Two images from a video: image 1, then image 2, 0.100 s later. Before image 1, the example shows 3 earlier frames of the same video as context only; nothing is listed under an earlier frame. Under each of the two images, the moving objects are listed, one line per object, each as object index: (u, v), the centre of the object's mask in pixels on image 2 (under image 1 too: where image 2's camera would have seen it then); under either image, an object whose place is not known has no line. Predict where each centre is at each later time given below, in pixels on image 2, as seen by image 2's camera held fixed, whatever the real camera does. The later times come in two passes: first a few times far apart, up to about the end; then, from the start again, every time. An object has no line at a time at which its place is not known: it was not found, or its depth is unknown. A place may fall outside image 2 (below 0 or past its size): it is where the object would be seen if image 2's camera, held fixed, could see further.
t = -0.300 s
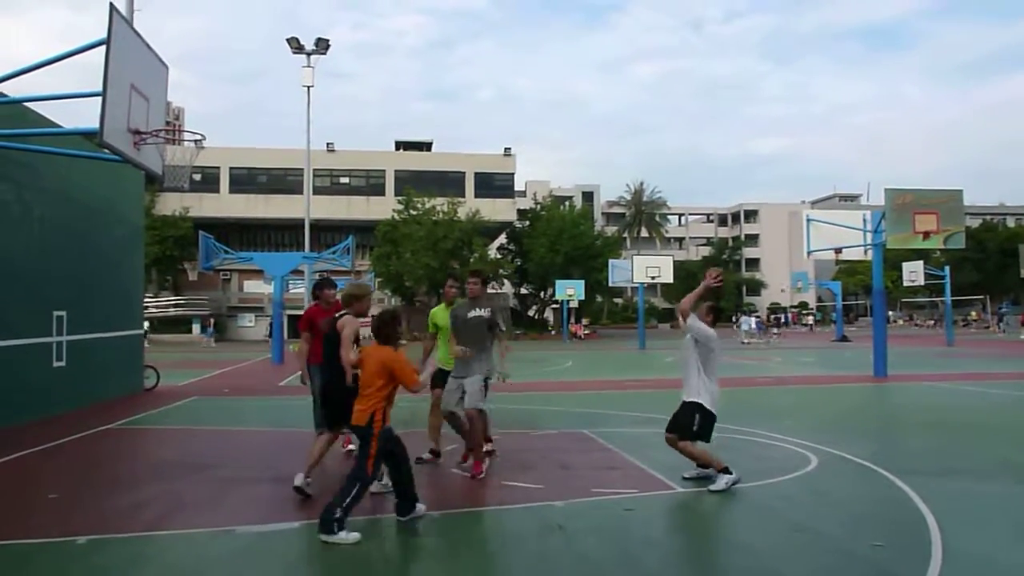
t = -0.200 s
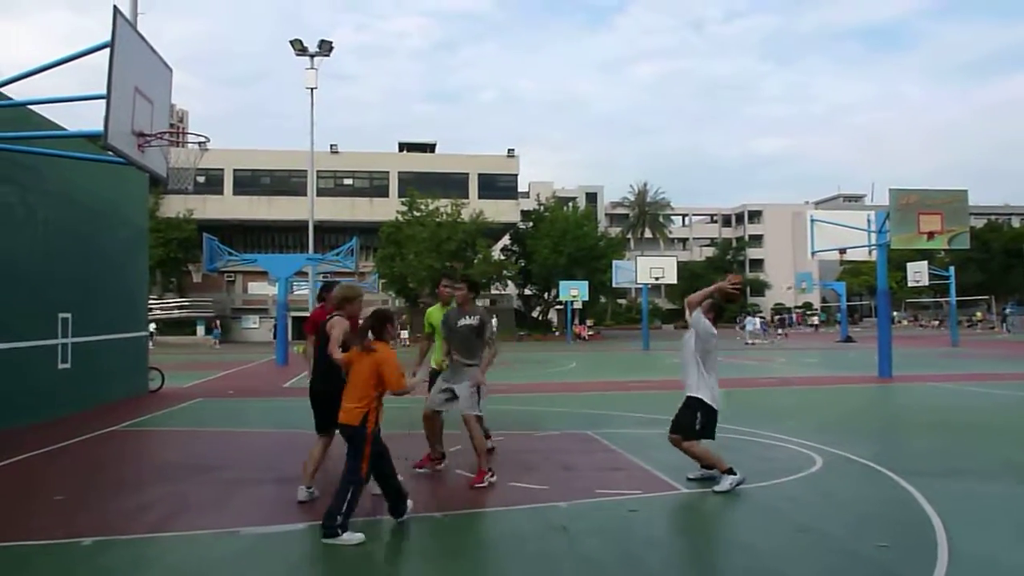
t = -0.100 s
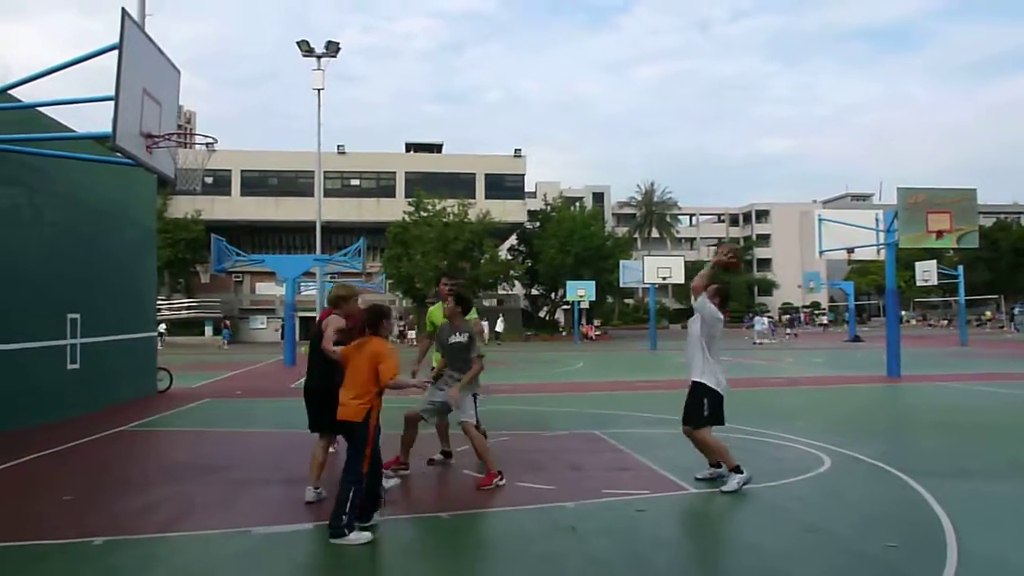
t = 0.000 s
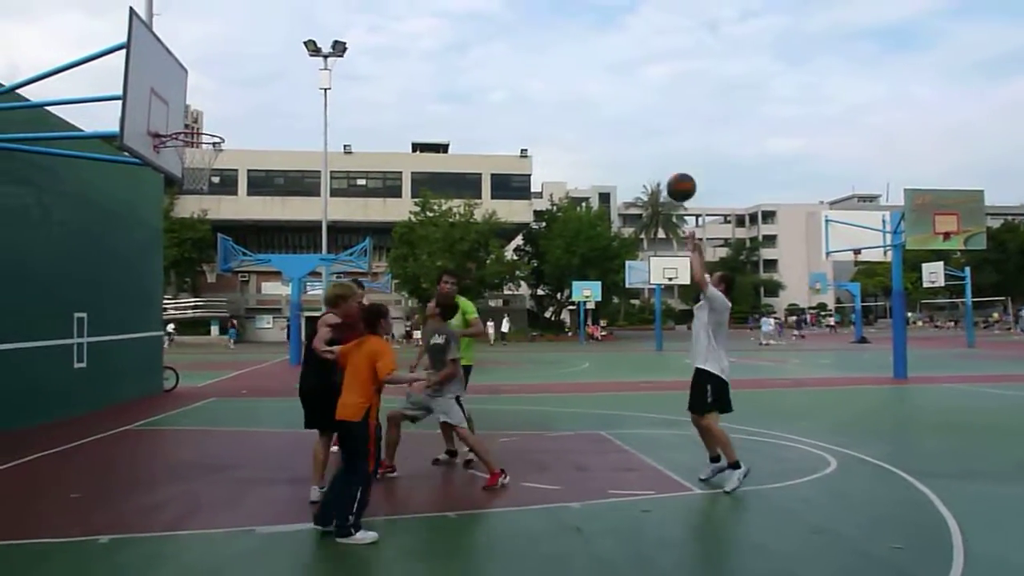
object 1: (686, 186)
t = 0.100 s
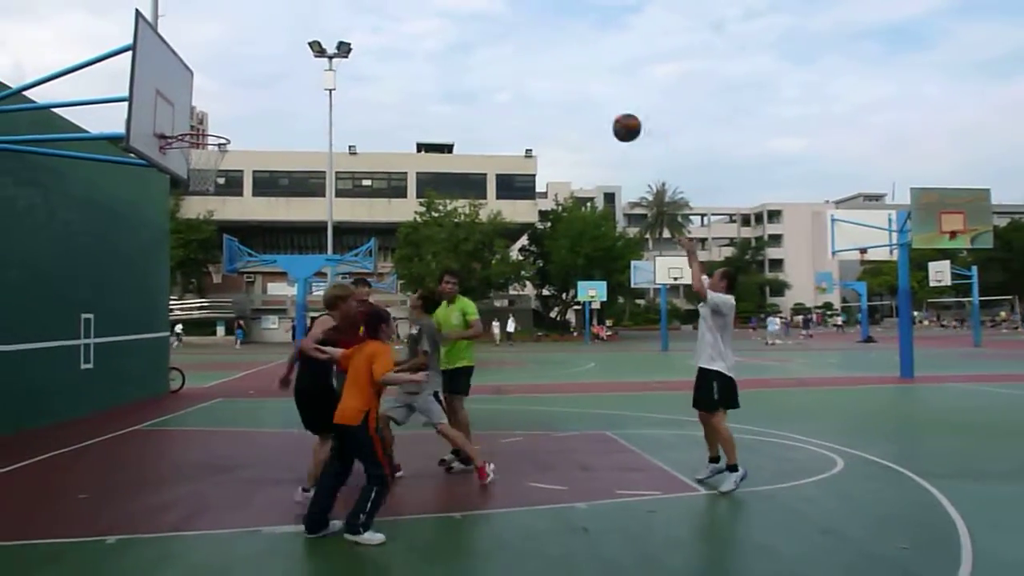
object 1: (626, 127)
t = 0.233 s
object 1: (550, 69)
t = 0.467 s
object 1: (427, 24)
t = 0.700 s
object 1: (315, 41)
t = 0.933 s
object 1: (207, 113)
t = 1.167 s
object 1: (172, 73)
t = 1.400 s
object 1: (204, 66)
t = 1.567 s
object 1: (228, 100)
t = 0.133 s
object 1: (606, 110)
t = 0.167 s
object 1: (587, 94)
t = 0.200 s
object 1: (568, 81)
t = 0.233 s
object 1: (550, 69)
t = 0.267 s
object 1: (532, 59)
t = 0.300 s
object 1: (514, 50)
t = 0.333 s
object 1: (496, 42)
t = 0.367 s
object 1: (479, 36)
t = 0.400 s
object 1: (461, 30)
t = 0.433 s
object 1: (444, 27)
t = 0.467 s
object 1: (427, 24)
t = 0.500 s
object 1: (411, 23)
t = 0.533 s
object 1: (395, 23)
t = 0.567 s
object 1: (378, 24)
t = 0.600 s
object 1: (362, 26)
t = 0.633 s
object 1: (346, 30)
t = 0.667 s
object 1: (331, 34)
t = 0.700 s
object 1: (315, 41)
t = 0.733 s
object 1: (299, 47)
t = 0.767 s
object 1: (283, 55)
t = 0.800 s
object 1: (267, 64)
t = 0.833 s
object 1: (252, 75)
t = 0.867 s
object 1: (237, 86)
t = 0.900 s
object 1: (222, 99)
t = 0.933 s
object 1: (207, 113)
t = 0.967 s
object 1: (195, 121)
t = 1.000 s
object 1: (188, 110)
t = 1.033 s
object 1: (180, 101)
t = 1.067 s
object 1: (172, 92)
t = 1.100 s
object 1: (163, 85)
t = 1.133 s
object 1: (167, 78)
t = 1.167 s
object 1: (172, 73)
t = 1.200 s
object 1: (177, 68)
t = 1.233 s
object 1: (181, 65)
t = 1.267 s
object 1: (185, 63)
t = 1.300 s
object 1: (190, 62)
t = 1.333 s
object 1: (195, 62)
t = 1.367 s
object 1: (199, 64)
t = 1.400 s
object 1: (204, 66)
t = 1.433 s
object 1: (209, 71)
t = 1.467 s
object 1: (213, 76)
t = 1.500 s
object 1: (218, 82)
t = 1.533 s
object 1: (223, 90)
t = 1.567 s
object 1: (228, 100)
